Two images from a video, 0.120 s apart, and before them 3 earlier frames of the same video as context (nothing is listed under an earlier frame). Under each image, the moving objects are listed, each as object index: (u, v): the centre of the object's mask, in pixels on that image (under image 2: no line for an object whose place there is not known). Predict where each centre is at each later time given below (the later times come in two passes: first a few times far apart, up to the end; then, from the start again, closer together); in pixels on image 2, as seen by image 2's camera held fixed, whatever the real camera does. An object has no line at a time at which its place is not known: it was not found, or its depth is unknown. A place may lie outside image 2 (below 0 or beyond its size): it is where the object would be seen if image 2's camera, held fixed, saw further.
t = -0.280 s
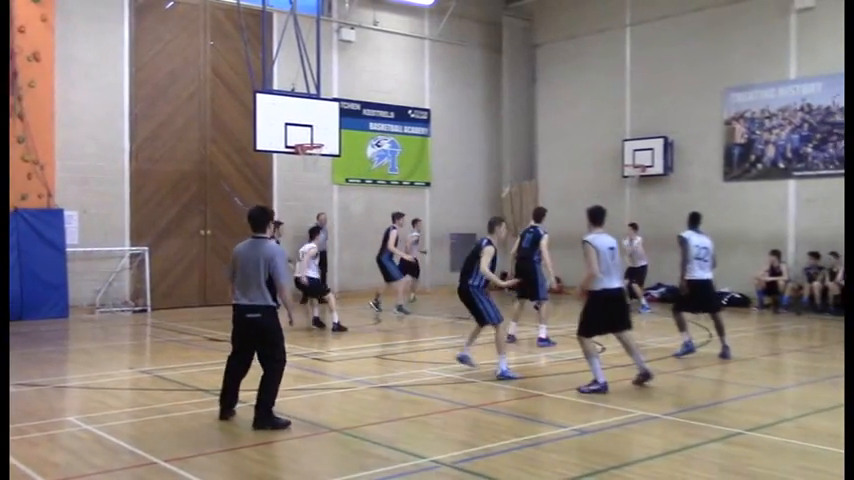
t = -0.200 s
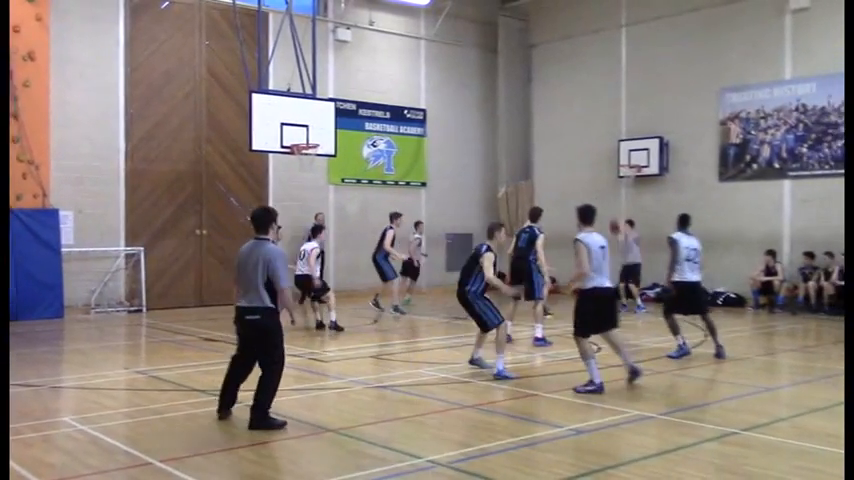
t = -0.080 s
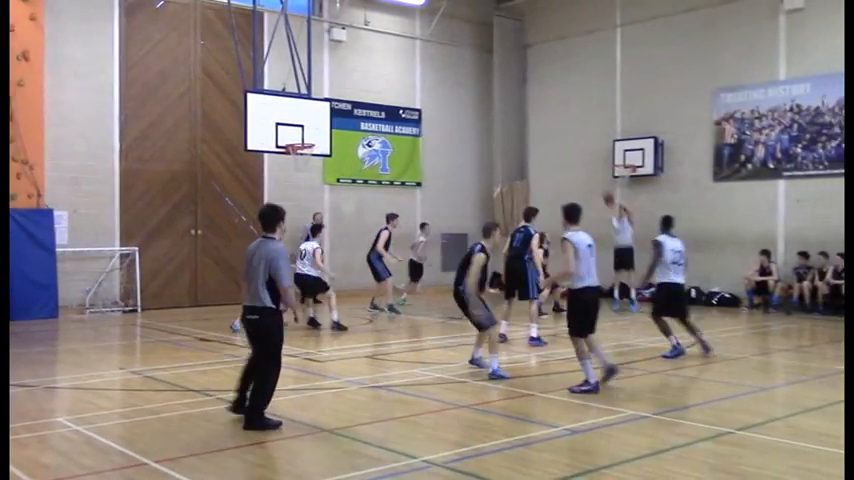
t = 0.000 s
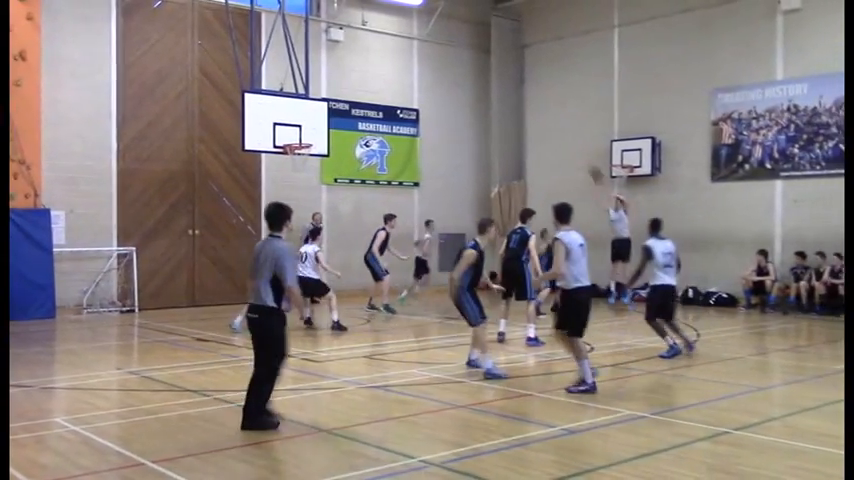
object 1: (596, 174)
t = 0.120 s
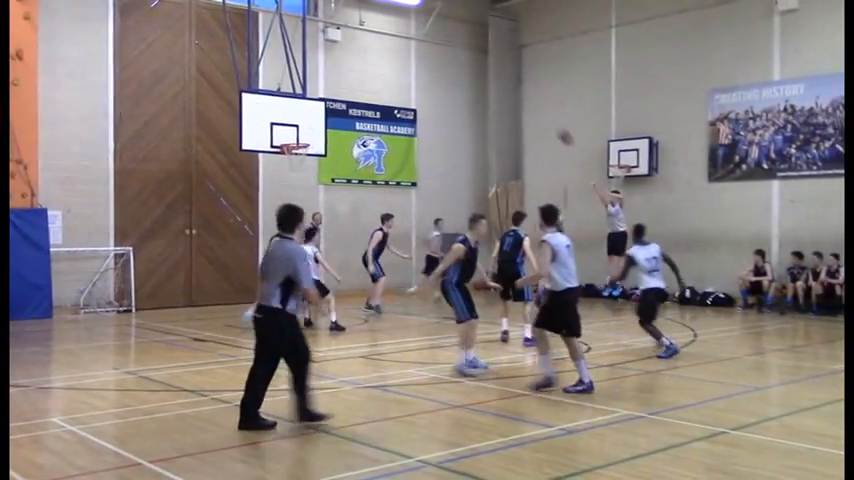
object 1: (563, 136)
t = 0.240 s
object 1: (534, 106)
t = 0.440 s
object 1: (486, 72)
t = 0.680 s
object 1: (427, 56)
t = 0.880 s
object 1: (373, 66)
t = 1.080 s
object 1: (322, 100)
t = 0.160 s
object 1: (554, 125)
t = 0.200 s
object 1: (544, 115)
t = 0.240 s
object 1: (534, 106)
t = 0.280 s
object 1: (526, 99)
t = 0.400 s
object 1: (496, 77)
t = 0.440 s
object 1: (486, 72)
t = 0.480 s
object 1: (477, 69)
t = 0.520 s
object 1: (466, 64)
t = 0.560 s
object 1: (456, 60)
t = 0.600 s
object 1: (446, 58)
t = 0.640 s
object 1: (437, 57)
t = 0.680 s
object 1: (427, 56)
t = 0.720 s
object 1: (416, 56)
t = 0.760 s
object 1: (402, 57)
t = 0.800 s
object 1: (394, 59)
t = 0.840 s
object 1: (384, 62)
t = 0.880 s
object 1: (373, 66)
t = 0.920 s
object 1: (363, 71)
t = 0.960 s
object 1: (353, 77)
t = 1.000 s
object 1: (342, 85)
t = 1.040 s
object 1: (331, 91)
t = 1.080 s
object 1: (322, 100)
